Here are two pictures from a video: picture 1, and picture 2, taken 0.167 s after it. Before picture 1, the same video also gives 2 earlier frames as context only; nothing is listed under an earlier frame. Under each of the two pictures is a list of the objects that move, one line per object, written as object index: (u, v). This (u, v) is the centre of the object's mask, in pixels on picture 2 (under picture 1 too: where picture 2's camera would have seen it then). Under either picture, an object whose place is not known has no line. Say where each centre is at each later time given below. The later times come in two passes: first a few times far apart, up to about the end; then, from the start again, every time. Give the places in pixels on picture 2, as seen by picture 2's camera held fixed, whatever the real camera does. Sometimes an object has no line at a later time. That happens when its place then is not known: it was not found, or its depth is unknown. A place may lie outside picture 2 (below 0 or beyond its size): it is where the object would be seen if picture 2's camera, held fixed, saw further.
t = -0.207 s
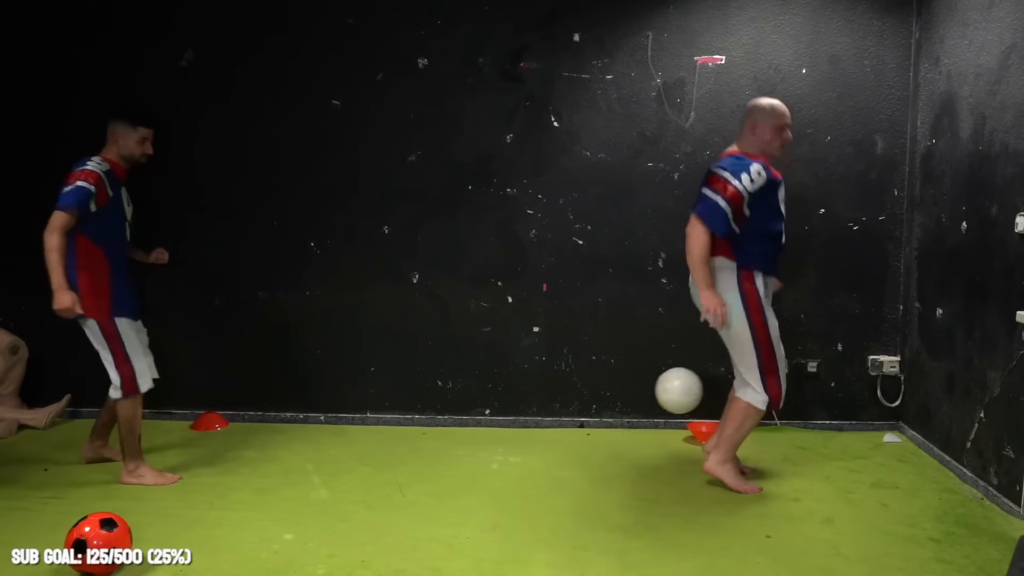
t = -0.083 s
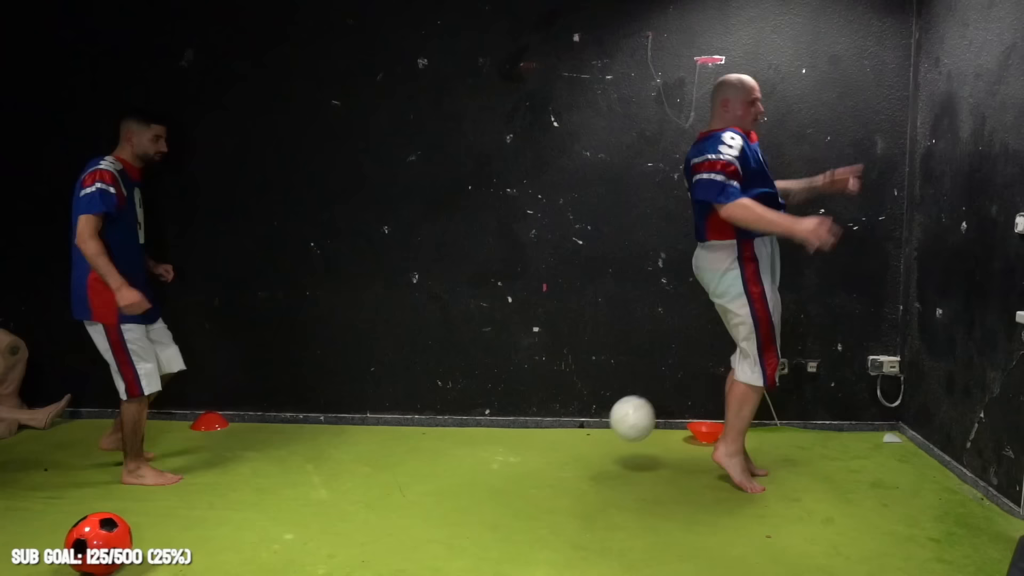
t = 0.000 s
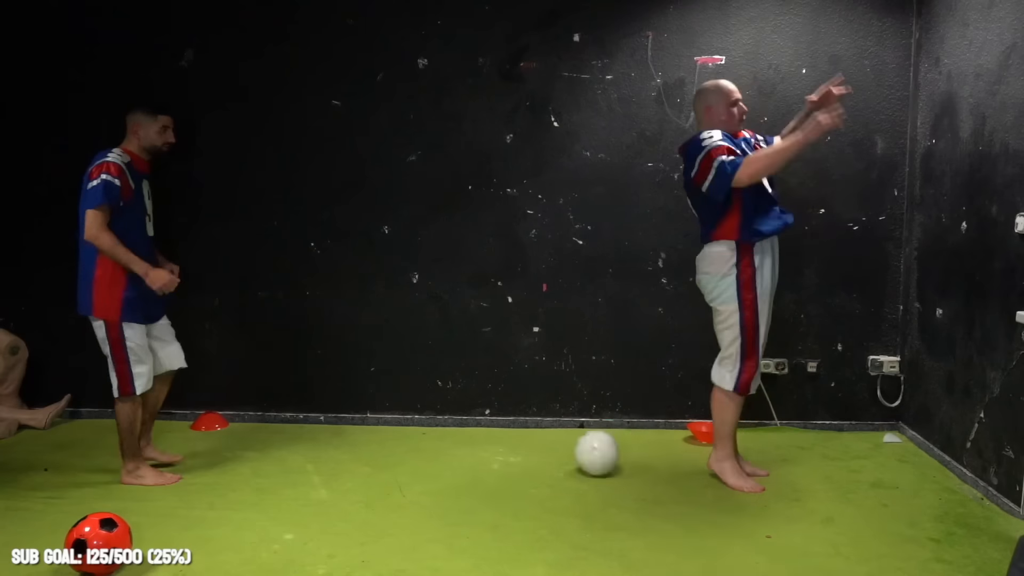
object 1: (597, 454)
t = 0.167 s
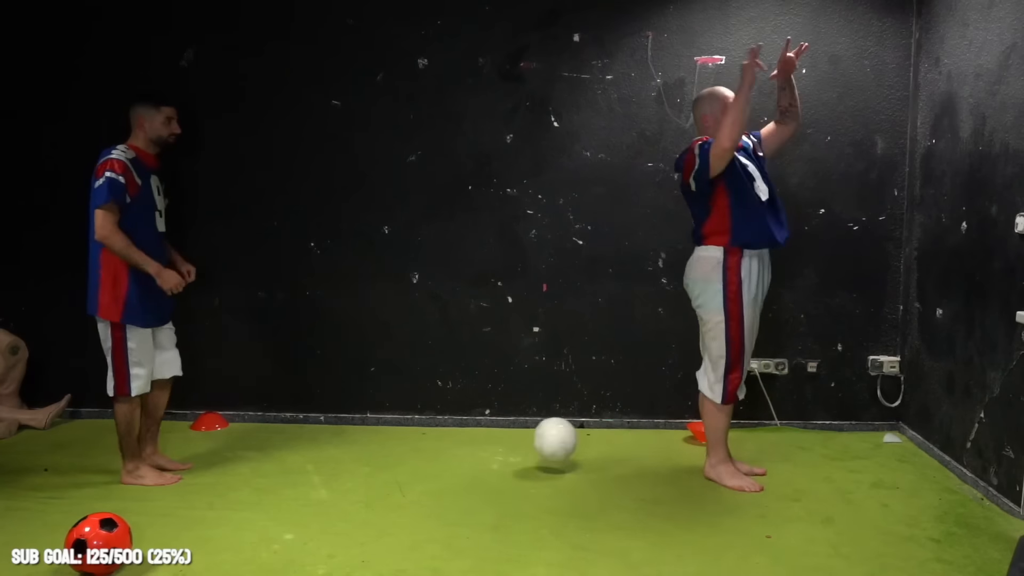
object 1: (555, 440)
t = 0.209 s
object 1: (545, 446)
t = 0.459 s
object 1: (483, 450)
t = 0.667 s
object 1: (427, 450)
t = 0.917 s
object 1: (368, 450)
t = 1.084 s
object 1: (325, 452)
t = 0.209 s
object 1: (545, 446)
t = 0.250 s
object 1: (535, 453)
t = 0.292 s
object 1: (524, 450)
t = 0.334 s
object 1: (514, 449)
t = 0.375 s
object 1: (504, 451)
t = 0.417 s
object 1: (493, 451)
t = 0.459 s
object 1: (483, 450)
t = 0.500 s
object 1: (467, 450)
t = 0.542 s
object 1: (462, 451)
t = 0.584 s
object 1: (447, 451)
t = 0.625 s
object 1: (442, 451)
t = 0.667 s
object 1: (427, 450)
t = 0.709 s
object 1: (417, 451)
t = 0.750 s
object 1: (407, 450)
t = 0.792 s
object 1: (397, 450)
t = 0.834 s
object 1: (387, 450)
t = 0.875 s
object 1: (377, 450)
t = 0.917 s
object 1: (368, 450)
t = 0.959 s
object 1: (359, 451)
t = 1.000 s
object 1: (344, 451)
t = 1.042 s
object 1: (339, 451)
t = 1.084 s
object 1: (325, 452)
